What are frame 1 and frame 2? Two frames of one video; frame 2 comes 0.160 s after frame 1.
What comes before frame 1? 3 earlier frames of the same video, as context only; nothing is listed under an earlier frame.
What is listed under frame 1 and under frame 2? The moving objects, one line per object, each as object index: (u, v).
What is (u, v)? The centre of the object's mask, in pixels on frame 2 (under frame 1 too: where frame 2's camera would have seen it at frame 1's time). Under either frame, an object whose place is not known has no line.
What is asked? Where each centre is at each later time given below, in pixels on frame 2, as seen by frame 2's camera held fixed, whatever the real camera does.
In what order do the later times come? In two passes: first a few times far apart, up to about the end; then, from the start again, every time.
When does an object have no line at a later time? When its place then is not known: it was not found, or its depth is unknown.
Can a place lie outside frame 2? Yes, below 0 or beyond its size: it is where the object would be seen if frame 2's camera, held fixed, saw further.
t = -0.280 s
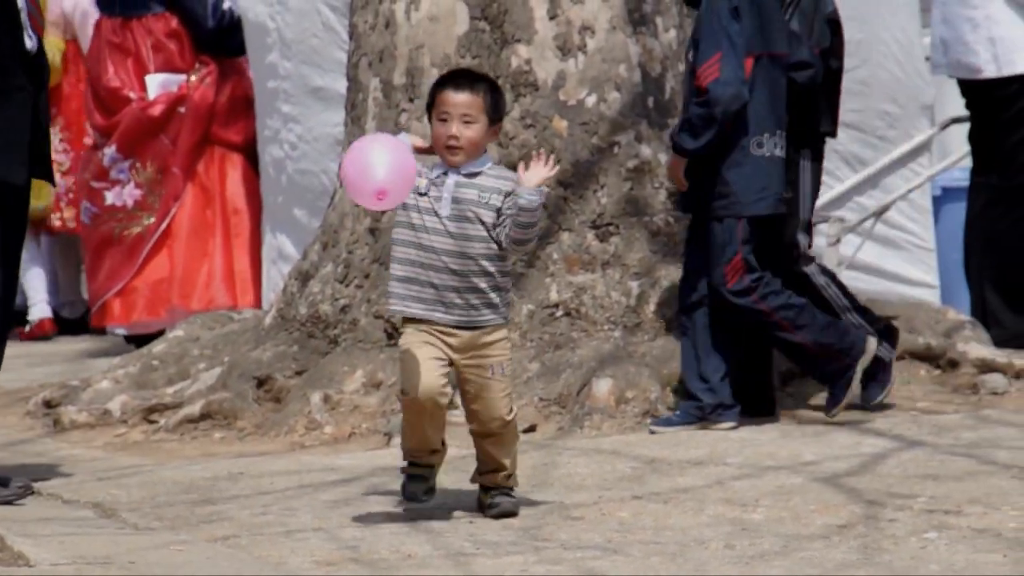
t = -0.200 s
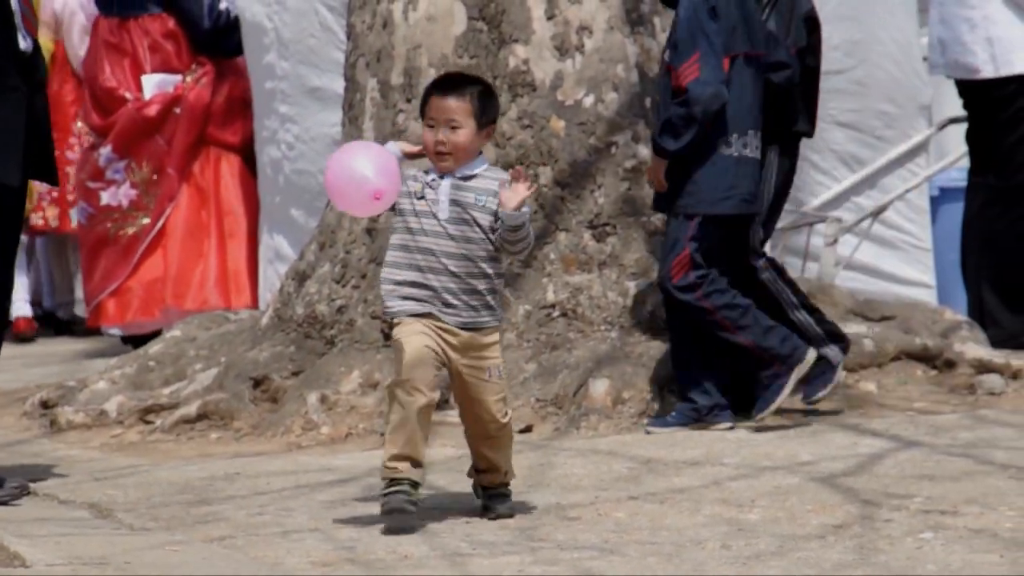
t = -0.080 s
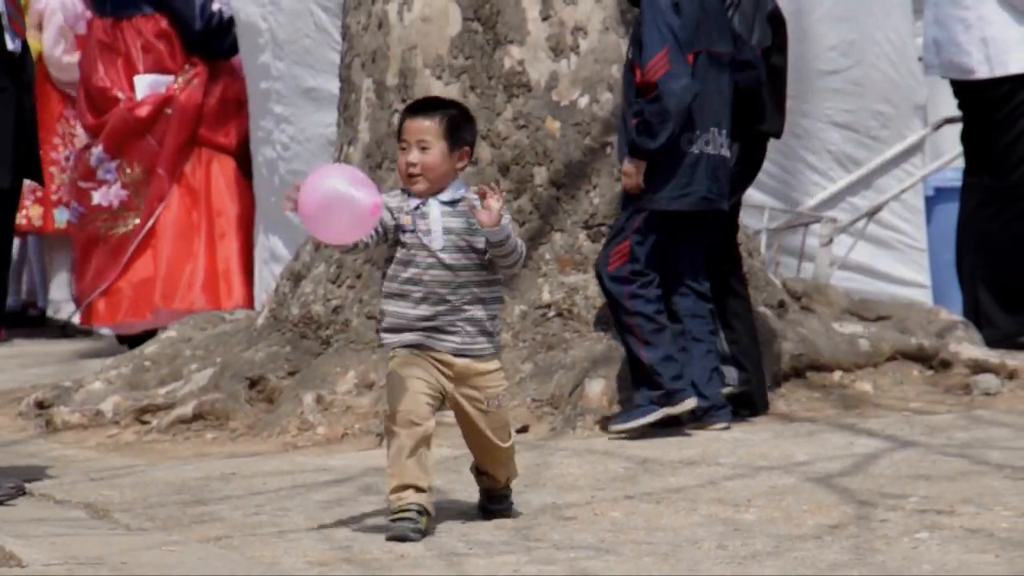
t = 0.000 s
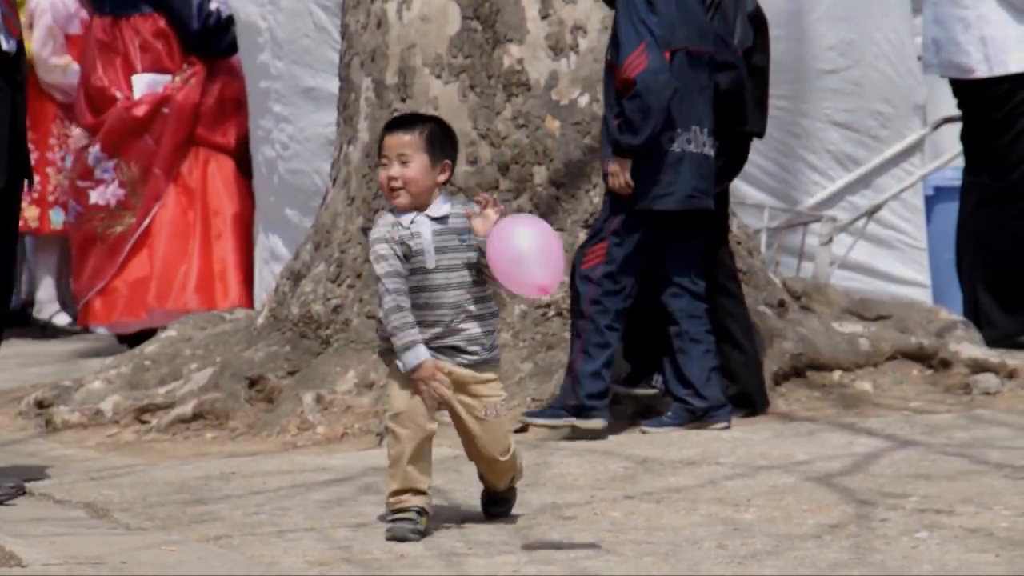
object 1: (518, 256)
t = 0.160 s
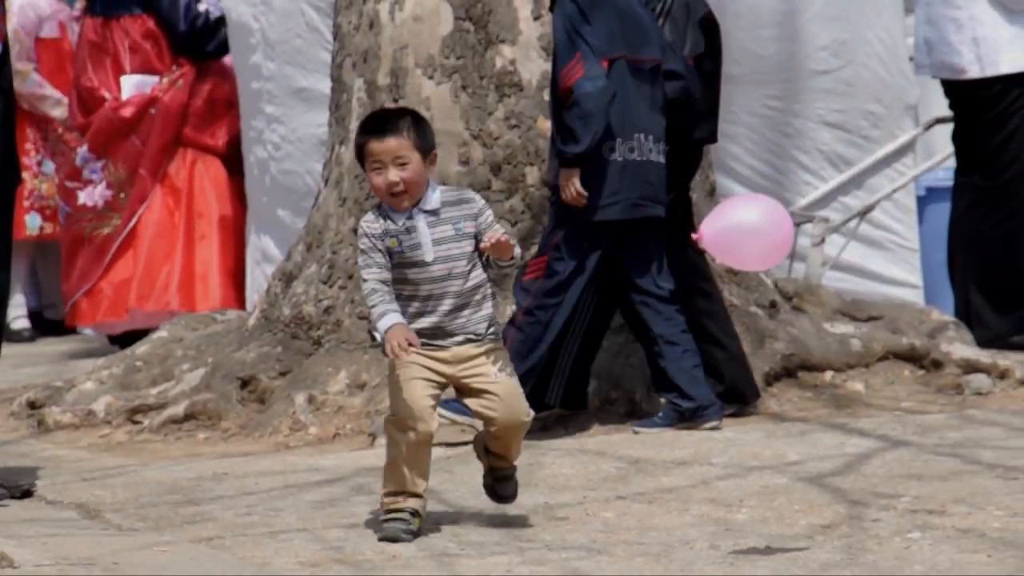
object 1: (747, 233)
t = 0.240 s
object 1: (818, 204)
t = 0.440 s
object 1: (964, 166)
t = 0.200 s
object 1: (788, 217)
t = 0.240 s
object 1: (818, 204)
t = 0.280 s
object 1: (852, 195)
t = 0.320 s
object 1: (883, 185)
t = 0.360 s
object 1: (910, 177)
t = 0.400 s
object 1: (939, 171)
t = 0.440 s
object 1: (964, 166)
